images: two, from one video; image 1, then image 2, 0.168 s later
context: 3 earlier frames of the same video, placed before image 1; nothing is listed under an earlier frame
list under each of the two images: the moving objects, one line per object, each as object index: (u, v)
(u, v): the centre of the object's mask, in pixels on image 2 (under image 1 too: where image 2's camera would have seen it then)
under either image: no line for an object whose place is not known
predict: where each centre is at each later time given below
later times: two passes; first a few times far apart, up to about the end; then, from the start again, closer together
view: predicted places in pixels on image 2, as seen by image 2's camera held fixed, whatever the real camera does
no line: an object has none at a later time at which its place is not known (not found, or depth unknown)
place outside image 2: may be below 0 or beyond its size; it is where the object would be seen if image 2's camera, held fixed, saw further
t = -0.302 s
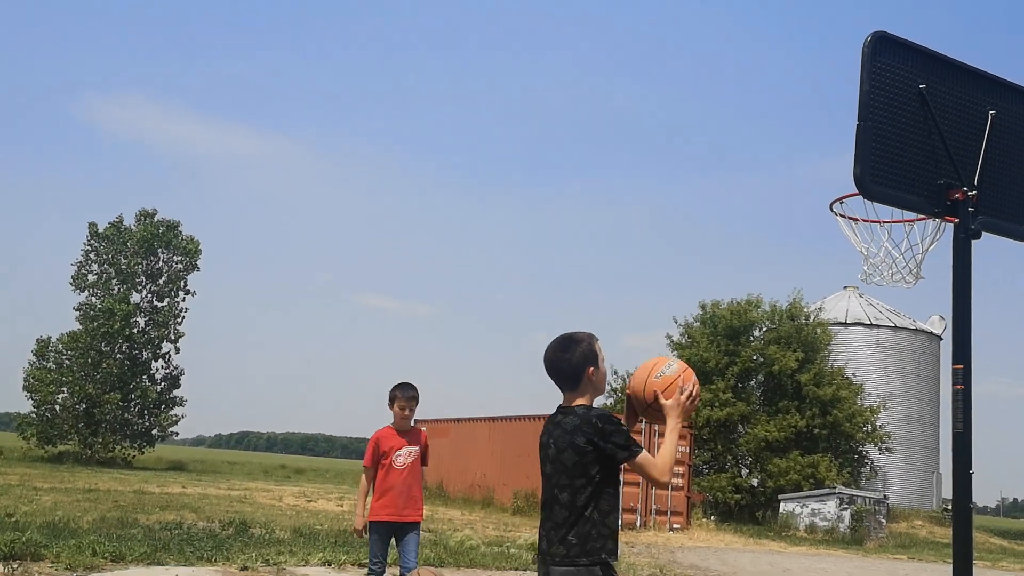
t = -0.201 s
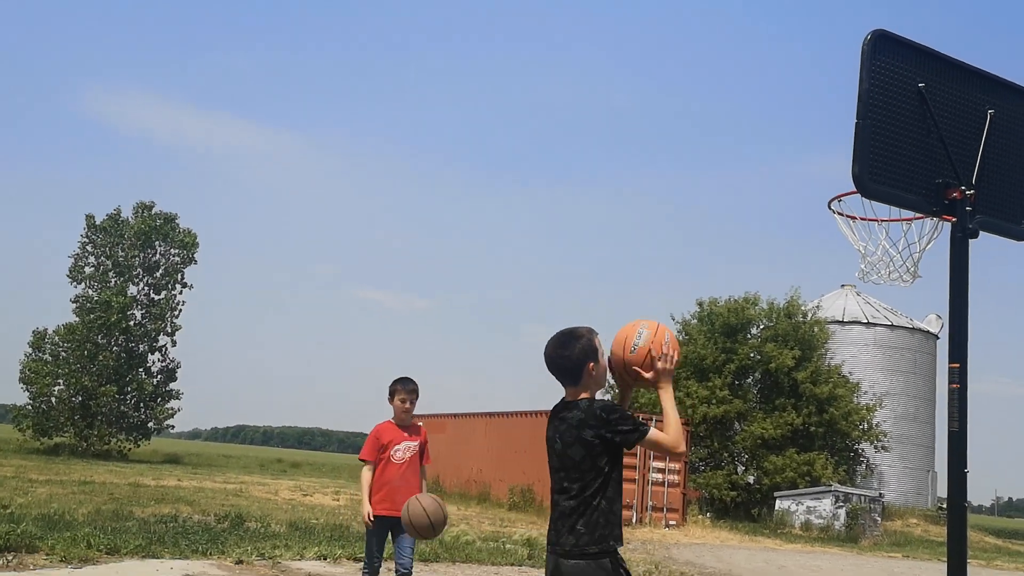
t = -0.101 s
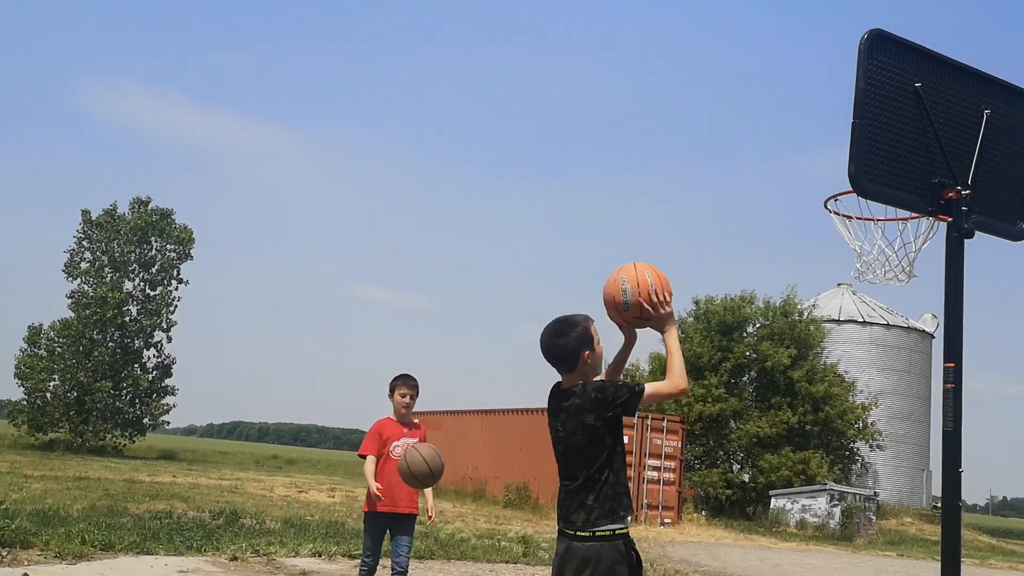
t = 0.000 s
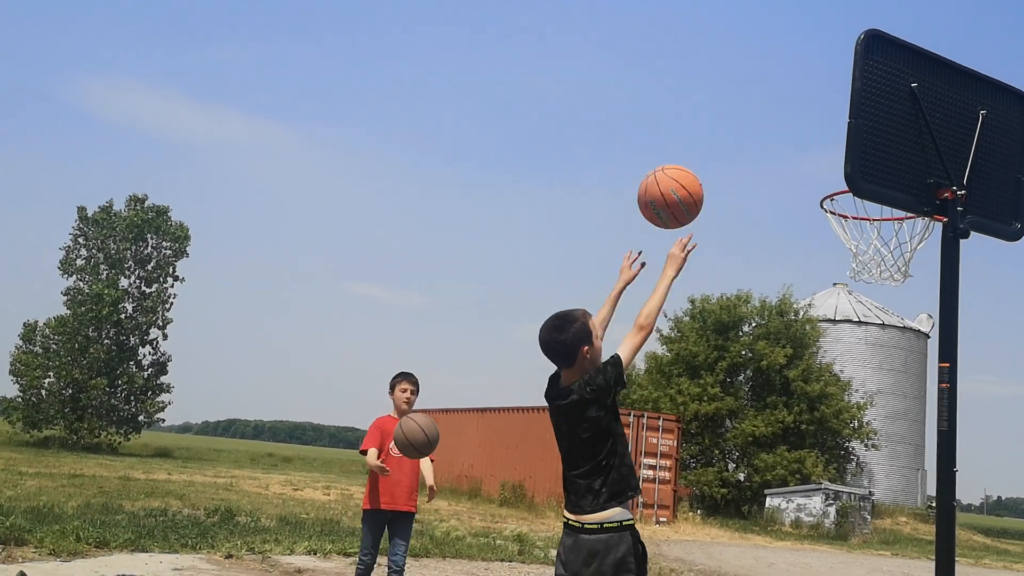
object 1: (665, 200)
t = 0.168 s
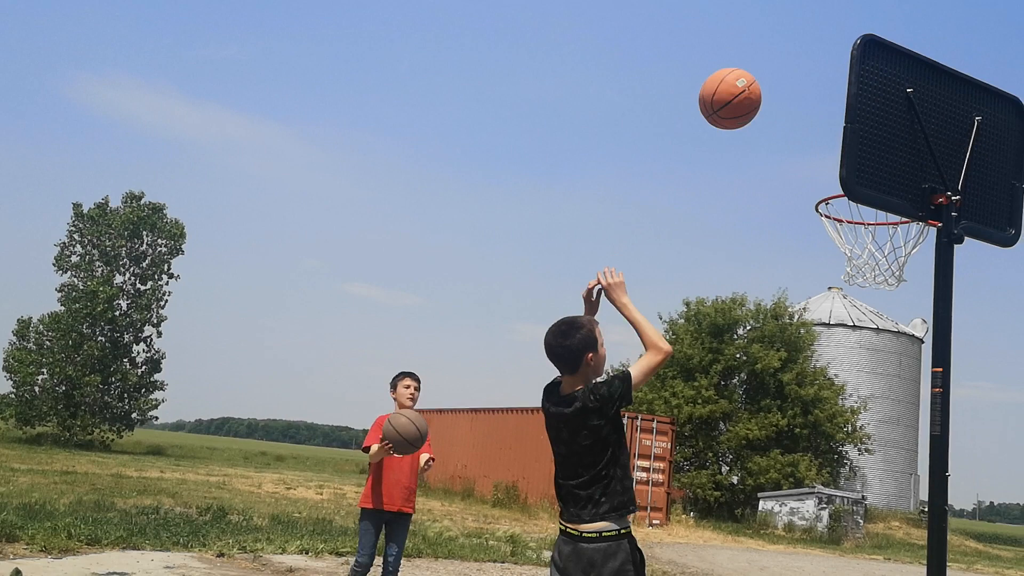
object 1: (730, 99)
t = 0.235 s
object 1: (752, 80)
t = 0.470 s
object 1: (818, 98)
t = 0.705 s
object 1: (871, 232)
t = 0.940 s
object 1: (896, 383)
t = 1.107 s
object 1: (904, 550)
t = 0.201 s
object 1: (741, 88)
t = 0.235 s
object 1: (752, 80)
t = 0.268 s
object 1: (763, 75)
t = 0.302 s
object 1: (773, 73)
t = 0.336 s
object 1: (783, 73)
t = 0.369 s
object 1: (792, 75)
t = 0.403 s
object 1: (801, 80)
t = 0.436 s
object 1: (810, 88)
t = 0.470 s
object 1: (818, 98)
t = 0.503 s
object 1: (823, 110)
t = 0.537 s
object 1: (827, 124)
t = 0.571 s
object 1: (830, 140)
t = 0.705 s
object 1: (871, 232)
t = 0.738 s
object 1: (878, 259)
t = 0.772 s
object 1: (884, 279)
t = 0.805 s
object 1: (886, 295)
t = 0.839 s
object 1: (889, 313)
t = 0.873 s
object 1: (891, 334)
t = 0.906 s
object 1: (894, 357)
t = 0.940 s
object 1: (896, 383)
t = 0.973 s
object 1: (899, 411)
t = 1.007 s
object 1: (901, 442)
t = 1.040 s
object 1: (902, 475)
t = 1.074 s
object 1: (904, 512)
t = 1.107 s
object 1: (904, 550)
